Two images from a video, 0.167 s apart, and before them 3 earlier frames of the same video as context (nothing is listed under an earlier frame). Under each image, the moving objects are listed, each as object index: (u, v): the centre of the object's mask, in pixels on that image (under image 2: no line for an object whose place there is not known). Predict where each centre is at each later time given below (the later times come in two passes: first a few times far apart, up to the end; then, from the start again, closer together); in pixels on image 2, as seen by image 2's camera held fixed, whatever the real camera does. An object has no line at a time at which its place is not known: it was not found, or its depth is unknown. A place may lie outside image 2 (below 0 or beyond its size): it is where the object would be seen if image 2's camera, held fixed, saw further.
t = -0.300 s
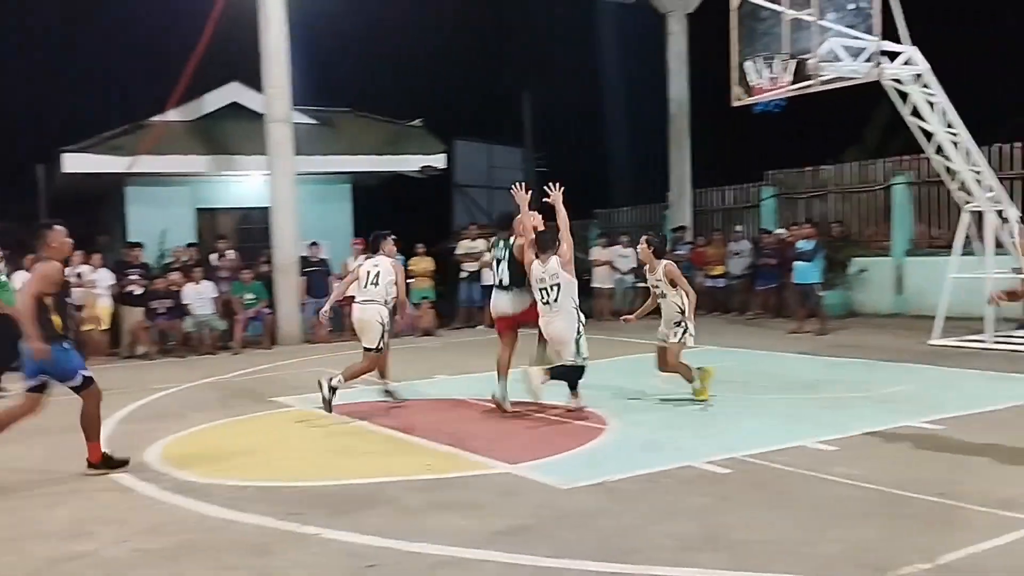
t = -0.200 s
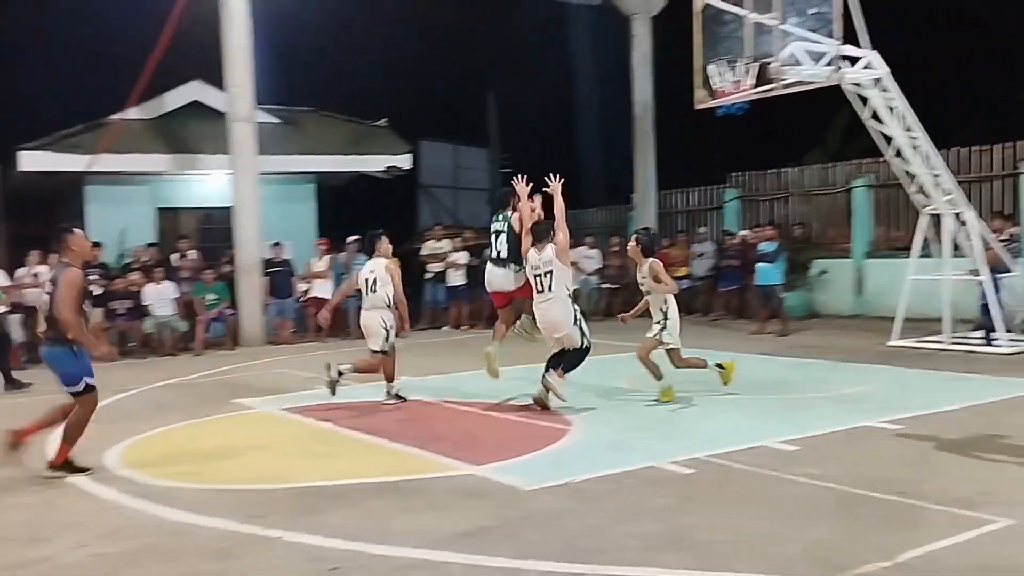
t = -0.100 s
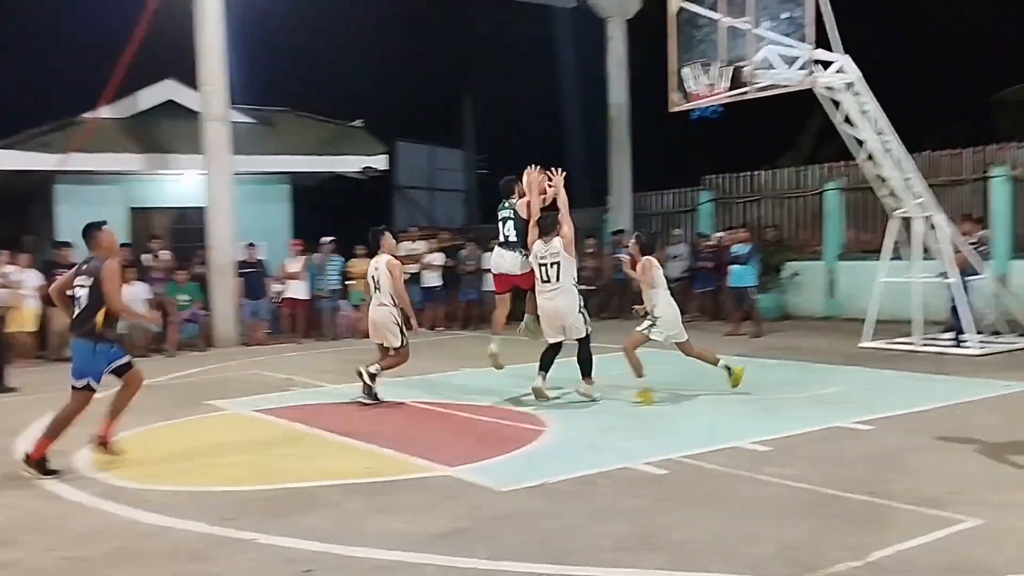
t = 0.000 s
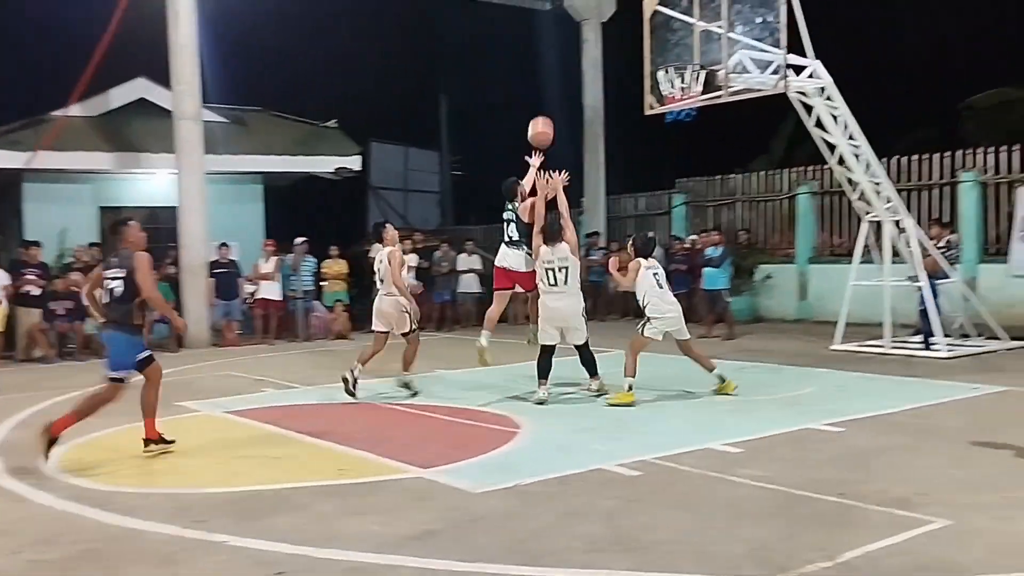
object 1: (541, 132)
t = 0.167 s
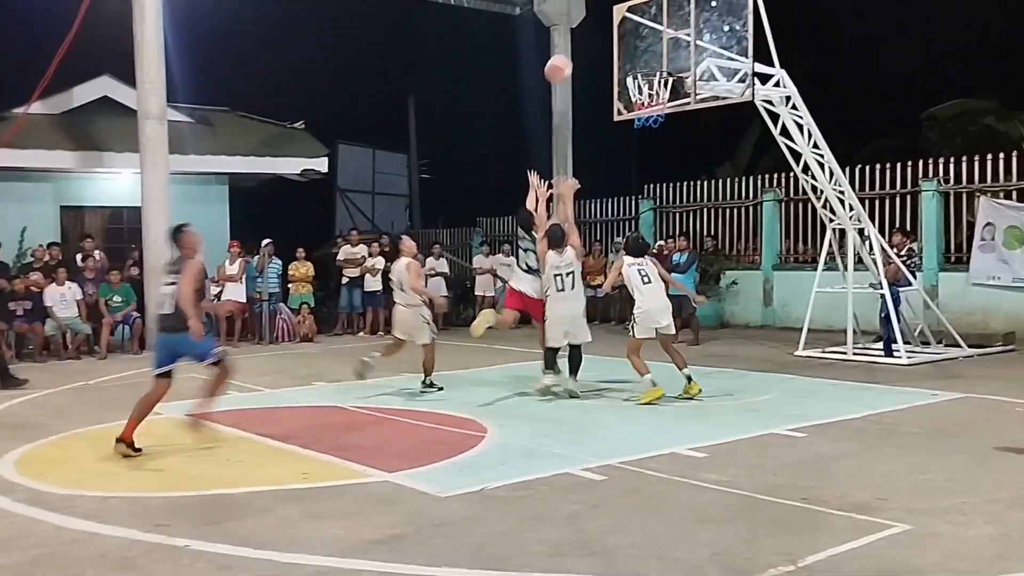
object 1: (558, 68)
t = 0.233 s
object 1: (578, 50)
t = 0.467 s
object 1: (642, 22)
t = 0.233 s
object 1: (578, 50)
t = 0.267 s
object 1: (587, 43)
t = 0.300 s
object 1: (596, 36)
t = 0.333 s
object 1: (605, 31)
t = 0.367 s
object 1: (615, 27)
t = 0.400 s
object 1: (625, 25)
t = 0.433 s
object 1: (633, 22)
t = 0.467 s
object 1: (642, 22)
